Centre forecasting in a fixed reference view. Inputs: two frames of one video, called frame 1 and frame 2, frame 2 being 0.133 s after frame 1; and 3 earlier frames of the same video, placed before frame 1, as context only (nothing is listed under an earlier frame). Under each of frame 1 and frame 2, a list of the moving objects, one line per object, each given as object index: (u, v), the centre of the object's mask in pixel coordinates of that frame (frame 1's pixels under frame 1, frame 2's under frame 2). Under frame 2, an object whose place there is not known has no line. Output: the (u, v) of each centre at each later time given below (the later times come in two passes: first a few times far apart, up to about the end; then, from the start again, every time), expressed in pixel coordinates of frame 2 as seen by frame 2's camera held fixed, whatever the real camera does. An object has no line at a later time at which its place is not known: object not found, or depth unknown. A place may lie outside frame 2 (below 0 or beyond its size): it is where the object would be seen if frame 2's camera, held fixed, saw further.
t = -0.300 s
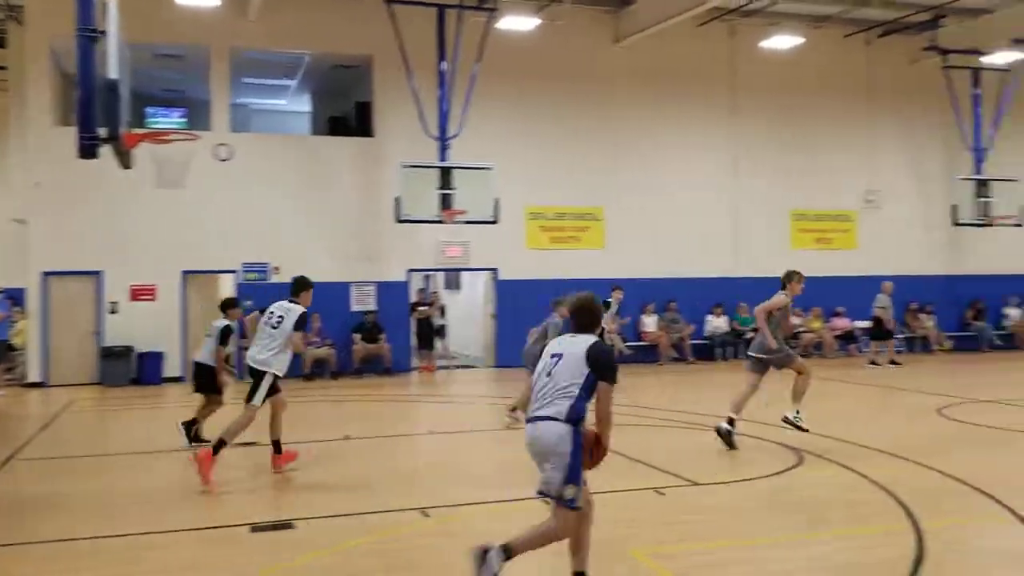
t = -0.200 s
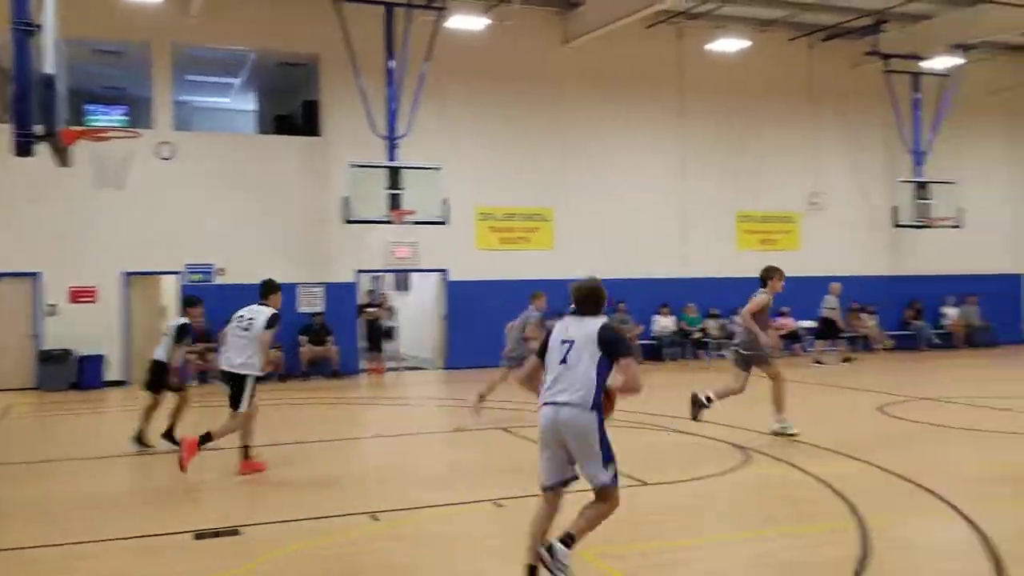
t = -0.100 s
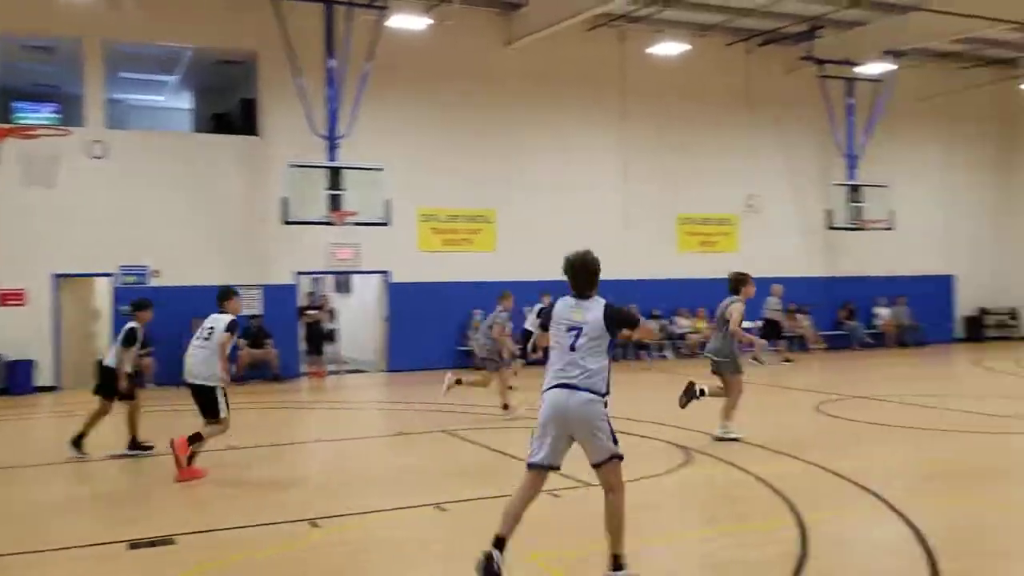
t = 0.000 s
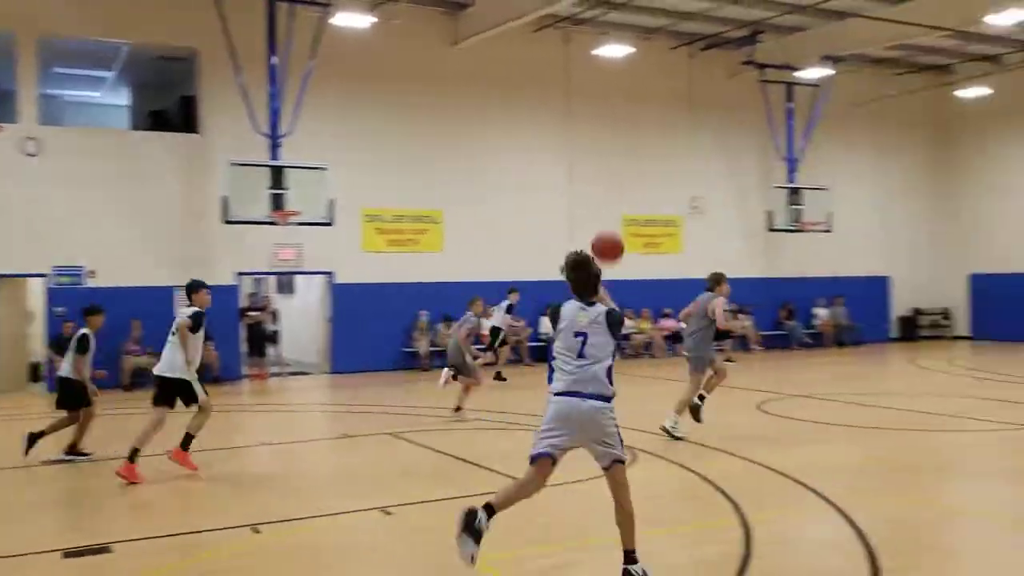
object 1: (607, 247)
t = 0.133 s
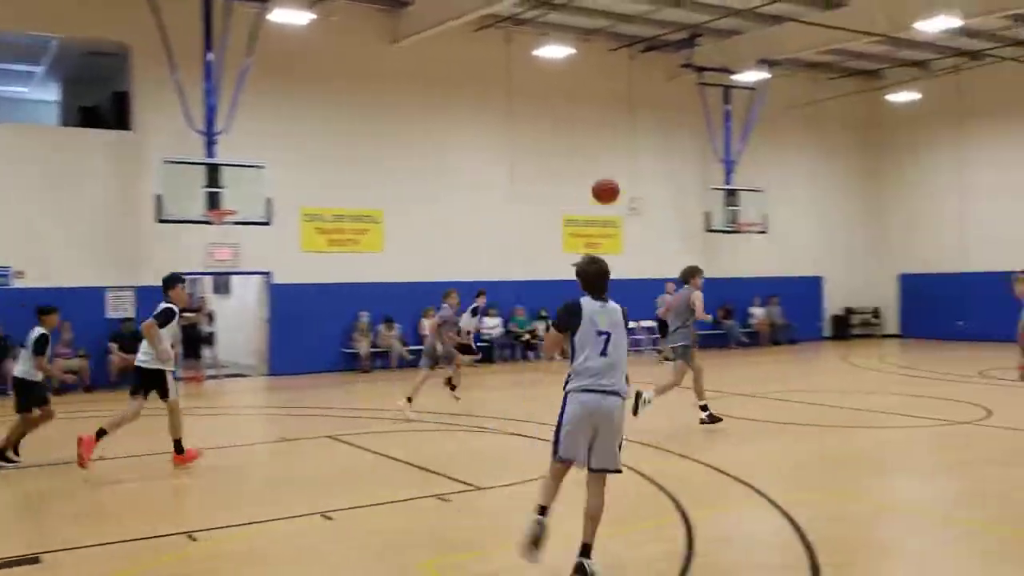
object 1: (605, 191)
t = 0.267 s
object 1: (646, 164)
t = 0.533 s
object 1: (702, 168)
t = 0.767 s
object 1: (731, 202)
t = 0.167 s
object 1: (617, 182)
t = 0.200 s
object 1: (627, 174)
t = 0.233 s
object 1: (637, 169)
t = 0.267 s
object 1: (646, 164)
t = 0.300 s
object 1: (655, 162)
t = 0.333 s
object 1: (664, 160)
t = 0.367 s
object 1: (671, 159)
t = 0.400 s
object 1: (678, 159)
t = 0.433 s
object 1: (685, 160)
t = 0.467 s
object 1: (691, 162)
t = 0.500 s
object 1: (696, 164)
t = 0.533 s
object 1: (702, 168)
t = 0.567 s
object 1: (706, 172)
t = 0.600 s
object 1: (711, 176)
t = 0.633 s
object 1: (715, 180)
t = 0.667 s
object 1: (720, 186)
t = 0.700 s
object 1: (724, 190)
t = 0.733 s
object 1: (728, 198)
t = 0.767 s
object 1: (731, 202)
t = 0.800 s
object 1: (735, 211)
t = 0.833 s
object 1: (738, 218)
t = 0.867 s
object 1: (740, 224)
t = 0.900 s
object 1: (743, 231)
